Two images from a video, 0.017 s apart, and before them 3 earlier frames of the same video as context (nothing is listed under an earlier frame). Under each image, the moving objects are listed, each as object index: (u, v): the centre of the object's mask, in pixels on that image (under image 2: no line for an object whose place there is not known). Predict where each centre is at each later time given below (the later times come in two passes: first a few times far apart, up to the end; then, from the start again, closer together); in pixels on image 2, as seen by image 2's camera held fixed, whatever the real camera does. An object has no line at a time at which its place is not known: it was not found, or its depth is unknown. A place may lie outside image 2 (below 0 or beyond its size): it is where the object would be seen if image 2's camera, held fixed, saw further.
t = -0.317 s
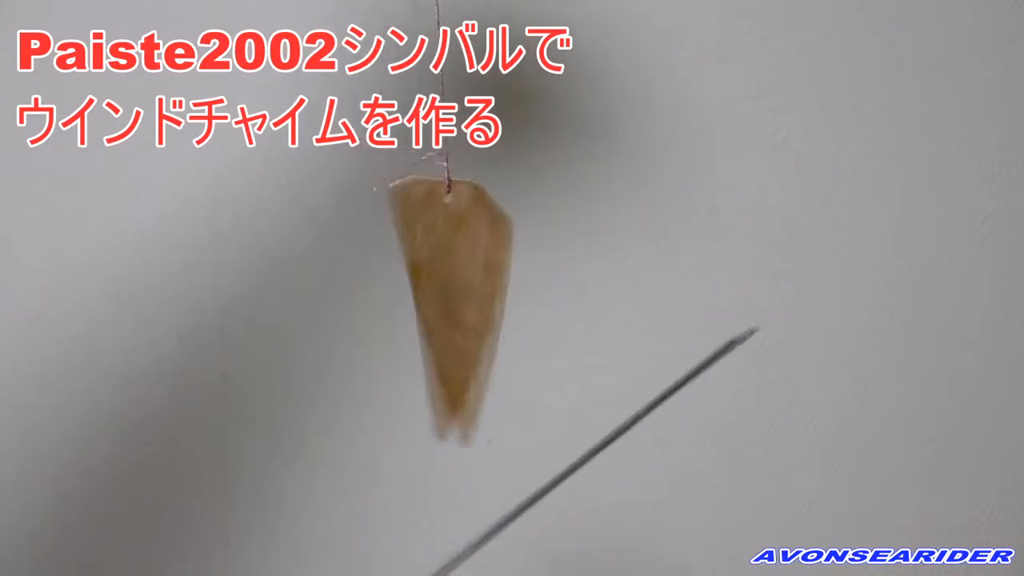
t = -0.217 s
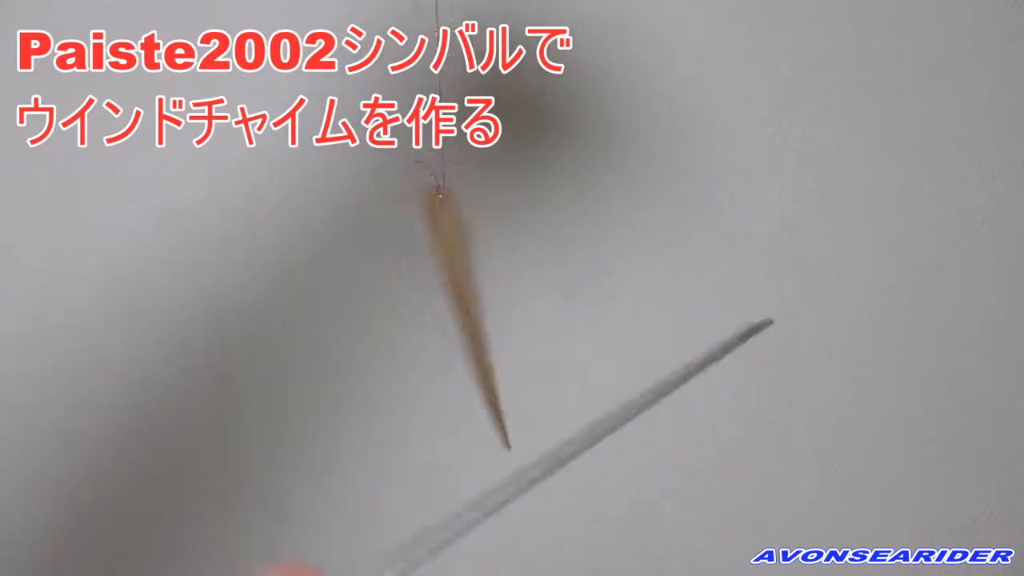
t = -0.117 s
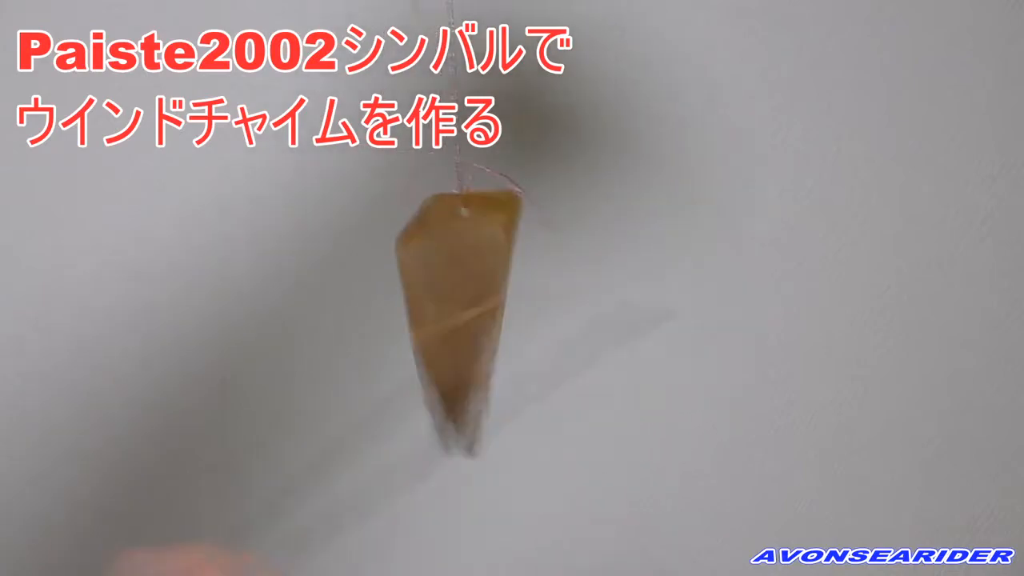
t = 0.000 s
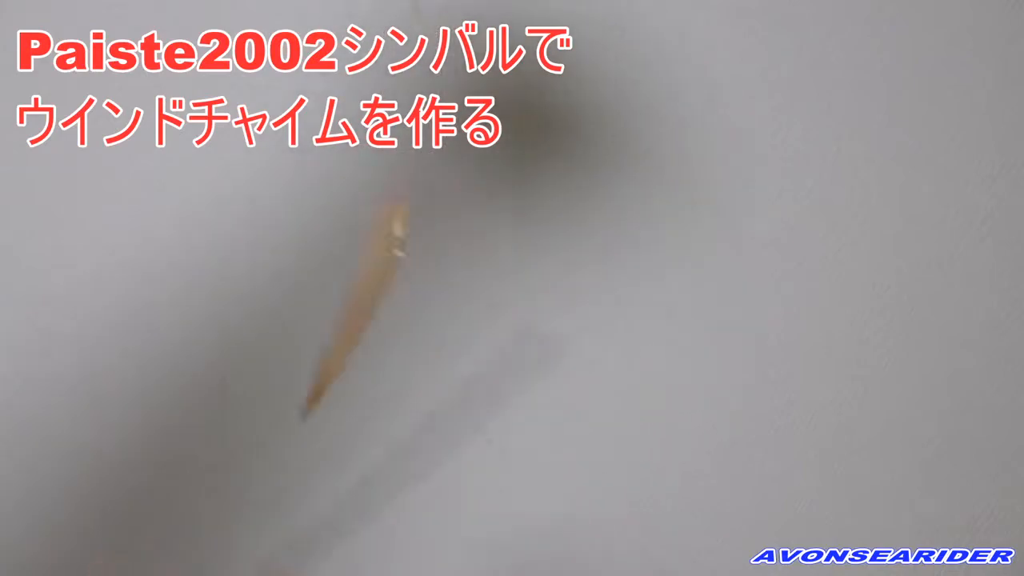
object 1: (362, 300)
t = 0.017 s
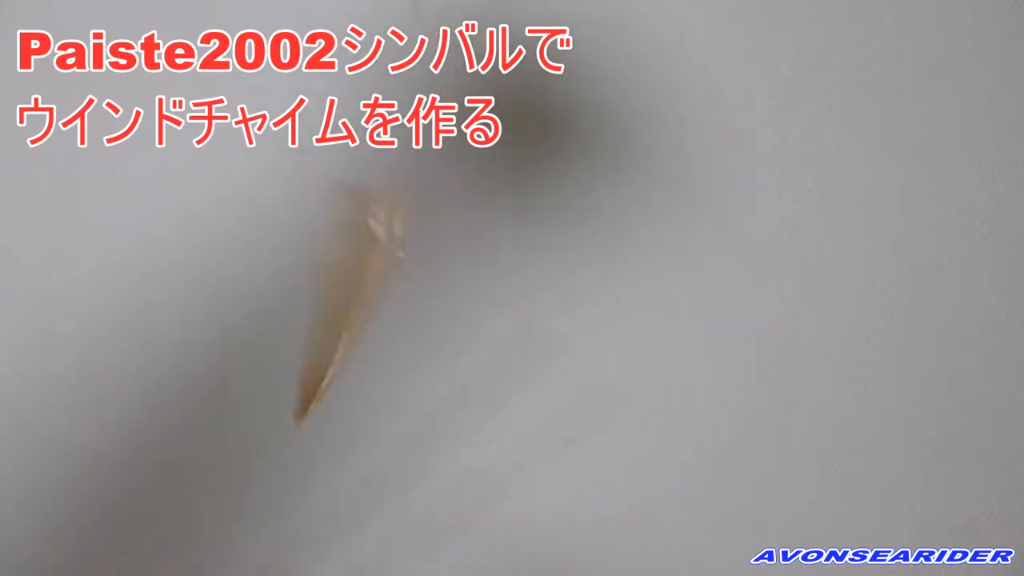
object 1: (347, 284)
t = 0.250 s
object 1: (288, 256)
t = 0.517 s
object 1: (447, 274)
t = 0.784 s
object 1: (498, 254)
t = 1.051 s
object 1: (317, 244)
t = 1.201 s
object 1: (311, 226)
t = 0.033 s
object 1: (337, 284)
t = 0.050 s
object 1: (321, 275)
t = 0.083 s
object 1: (301, 267)
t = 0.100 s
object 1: (296, 262)
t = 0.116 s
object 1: (287, 264)
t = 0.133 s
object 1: (282, 256)
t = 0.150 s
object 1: (278, 259)
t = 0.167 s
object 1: (274, 253)
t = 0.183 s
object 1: (273, 254)
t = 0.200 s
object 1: (273, 258)
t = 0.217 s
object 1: (274, 259)
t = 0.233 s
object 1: (279, 255)
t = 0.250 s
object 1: (288, 256)
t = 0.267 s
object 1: (289, 255)
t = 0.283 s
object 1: (295, 262)
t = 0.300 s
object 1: (298, 257)
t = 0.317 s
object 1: (304, 266)
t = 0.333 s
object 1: (313, 260)
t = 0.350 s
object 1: (317, 267)
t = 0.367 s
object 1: (332, 263)
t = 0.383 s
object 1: (337, 269)
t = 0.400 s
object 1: (363, 278)
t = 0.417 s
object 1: (383, 278)
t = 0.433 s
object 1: (387, 280)
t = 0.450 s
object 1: (404, 284)
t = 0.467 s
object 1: (414, 274)
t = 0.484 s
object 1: (426, 281)
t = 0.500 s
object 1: (438, 272)
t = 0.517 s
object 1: (447, 274)
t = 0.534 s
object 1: (459, 267)
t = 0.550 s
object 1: (466, 271)
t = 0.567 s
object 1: (477, 261)
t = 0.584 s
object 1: (483, 267)
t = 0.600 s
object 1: (490, 254)
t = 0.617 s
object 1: (500, 258)
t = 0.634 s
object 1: (509, 255)
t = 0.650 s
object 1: (514, 254)
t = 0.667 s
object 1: (512, 251)
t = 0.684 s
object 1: (517, 256)
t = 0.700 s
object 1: (514, 250)
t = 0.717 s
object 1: (513, 256)
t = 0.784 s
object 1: (498, 254)
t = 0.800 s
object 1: (484, 256)
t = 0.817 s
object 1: (480, 255)
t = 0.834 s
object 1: (462, 281)
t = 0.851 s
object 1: (443, 262)
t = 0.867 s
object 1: (442, 258)
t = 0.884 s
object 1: (421, 265)
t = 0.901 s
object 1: (416, 259)
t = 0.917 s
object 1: (403, 264)
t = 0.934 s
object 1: (390, 258)
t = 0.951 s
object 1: (385, 262)
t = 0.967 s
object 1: (368, 251)
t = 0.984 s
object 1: (366, 251)
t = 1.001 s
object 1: (346, 248)
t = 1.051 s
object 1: (317, 244)
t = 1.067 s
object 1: (317, 239)
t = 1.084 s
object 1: (310, 236)
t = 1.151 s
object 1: (304, 223)
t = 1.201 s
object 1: (311, 226)
